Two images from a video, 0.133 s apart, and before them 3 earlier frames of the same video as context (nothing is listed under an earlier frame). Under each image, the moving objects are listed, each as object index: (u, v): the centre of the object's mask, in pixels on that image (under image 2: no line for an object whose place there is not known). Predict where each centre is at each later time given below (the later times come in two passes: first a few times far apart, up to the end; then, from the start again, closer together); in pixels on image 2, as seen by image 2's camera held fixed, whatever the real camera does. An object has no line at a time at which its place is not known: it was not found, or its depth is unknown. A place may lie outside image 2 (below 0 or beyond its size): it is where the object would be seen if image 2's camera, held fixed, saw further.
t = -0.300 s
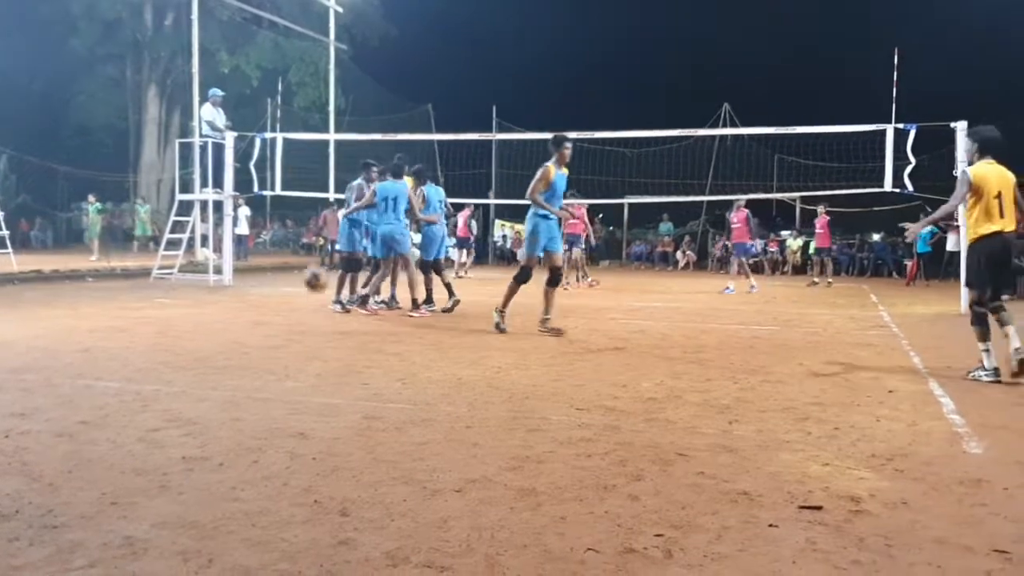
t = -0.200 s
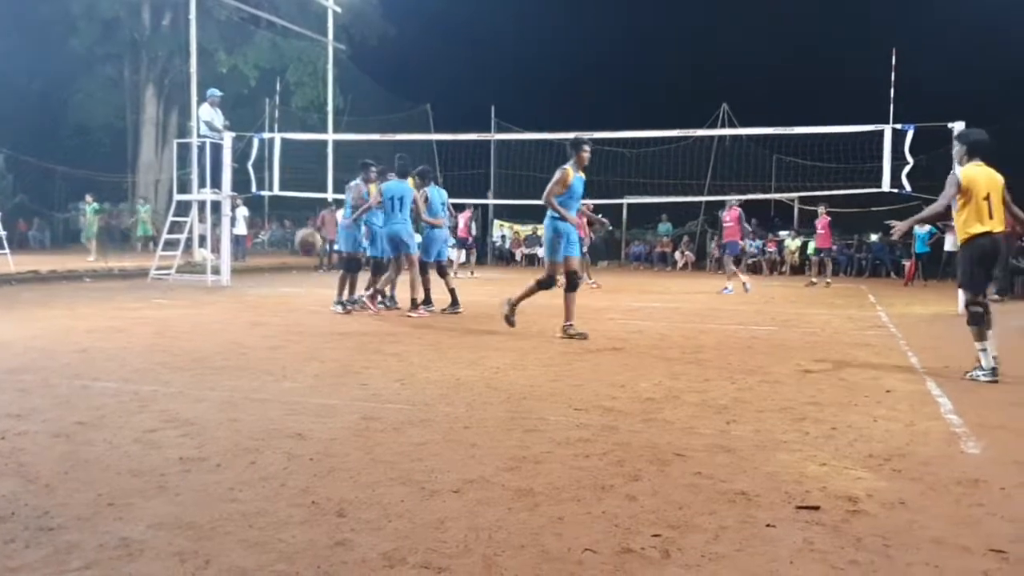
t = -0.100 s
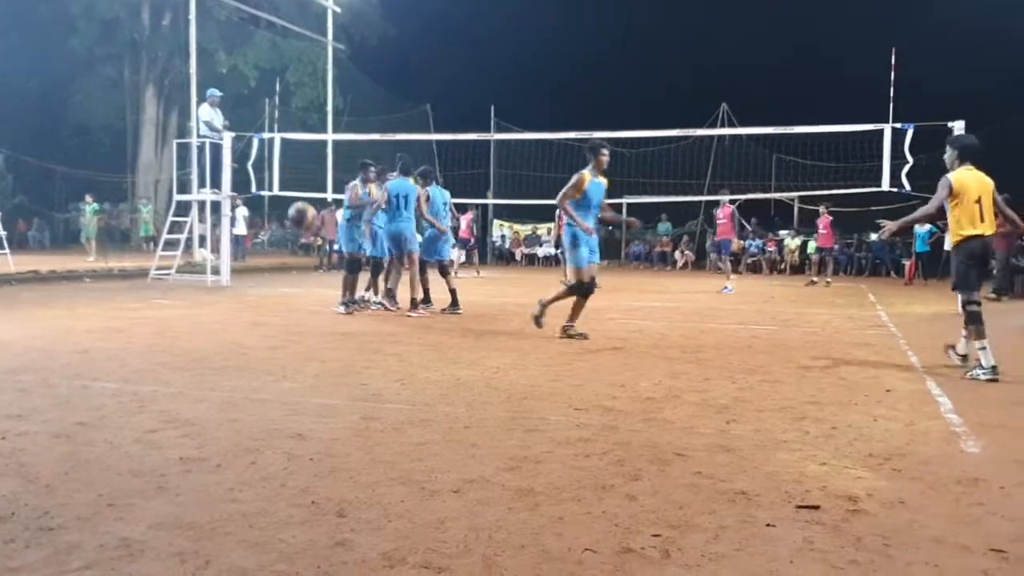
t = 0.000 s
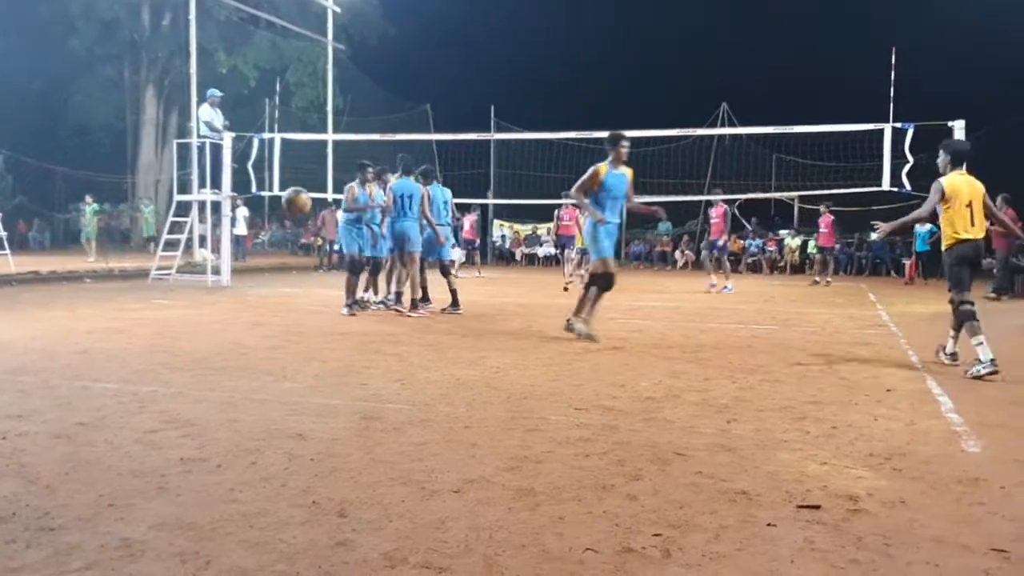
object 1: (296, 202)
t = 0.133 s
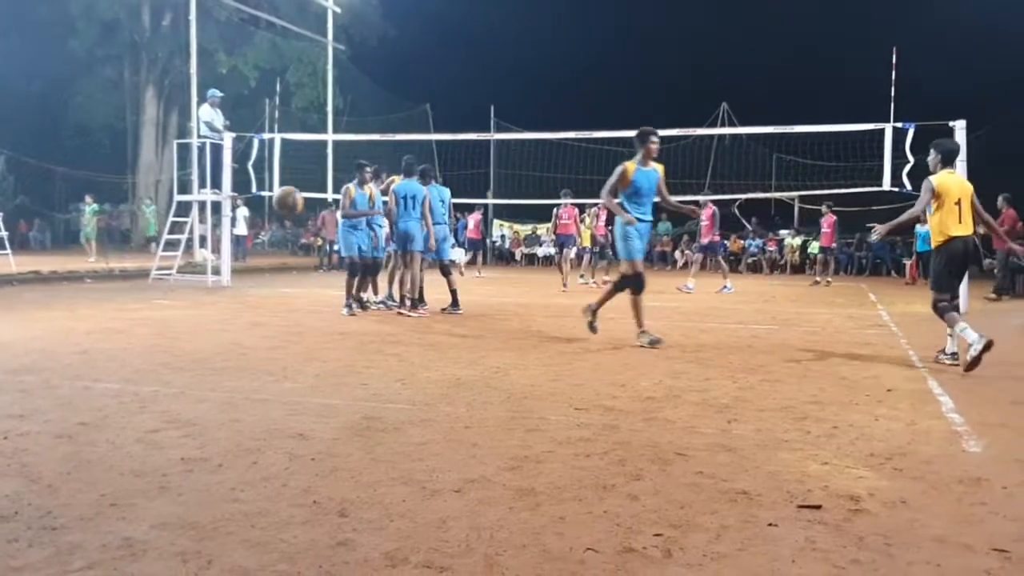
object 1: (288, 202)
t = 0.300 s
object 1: (279, 238)
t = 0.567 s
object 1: (255, 353)
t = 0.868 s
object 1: (229, 248)
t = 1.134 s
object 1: (202, 277)
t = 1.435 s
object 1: (166, 366)
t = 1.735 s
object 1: (124, 305)
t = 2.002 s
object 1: (80, 454)
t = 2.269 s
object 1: (46, 375)
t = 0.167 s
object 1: (286, 205)
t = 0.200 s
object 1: (284, 211)
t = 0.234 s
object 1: (281, 217)
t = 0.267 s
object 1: (279, 227)
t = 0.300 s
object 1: (279, 238)
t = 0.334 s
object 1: (274, 250)
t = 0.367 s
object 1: (270, 265)
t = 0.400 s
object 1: (269, 282)
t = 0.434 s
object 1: (266, 303)
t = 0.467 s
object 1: (263, 324)
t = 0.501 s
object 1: (260, 349)
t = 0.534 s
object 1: (257, 368)
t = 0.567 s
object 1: (255, 353)
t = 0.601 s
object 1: (253, 337)
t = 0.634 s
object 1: (251, 319)
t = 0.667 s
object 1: (248, 304)
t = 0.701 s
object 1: (245, 290)
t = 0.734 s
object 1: (243, 279)
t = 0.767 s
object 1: (239, 267)
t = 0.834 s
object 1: (233, 253)
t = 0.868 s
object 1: (229, 248)
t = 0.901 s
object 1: (225, 245)
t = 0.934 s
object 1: (223, 244)
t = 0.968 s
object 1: (220, 245)
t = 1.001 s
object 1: (218, 249)
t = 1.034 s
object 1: (213, 253)
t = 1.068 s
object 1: (209, 260)
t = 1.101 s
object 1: (205, 271)
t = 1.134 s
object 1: (202, 277)
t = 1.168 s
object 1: (199, 298)
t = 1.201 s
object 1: (195, 315)
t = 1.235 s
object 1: (191, 336)
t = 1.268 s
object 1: (186, 360)
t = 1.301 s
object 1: (182, 386)
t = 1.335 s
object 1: (180, 415)
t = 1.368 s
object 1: (176, 403)
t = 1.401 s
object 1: (172, 383)
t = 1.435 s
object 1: (166, 366)
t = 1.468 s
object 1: (163, 350)
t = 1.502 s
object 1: (158, 336)
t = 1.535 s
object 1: (155, 323)
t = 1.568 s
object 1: (150, 314)
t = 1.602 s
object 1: (145, 307)
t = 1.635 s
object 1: (139, 302)
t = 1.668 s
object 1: (134, 301)
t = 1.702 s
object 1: (130, 301)
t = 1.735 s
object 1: (124, 305)
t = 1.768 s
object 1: (120, 311)
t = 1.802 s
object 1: (115, 322)
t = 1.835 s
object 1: (110, 334)
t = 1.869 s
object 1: (104, 349)
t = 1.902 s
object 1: (98, 369)
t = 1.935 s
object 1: (93, 393)
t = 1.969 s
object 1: (86, 422)
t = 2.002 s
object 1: (80, 454)
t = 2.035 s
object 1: (72, 483)
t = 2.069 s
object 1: (64, 461)
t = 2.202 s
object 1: (51, 392)
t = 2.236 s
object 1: (49, 381)
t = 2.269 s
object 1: (46, 375)
